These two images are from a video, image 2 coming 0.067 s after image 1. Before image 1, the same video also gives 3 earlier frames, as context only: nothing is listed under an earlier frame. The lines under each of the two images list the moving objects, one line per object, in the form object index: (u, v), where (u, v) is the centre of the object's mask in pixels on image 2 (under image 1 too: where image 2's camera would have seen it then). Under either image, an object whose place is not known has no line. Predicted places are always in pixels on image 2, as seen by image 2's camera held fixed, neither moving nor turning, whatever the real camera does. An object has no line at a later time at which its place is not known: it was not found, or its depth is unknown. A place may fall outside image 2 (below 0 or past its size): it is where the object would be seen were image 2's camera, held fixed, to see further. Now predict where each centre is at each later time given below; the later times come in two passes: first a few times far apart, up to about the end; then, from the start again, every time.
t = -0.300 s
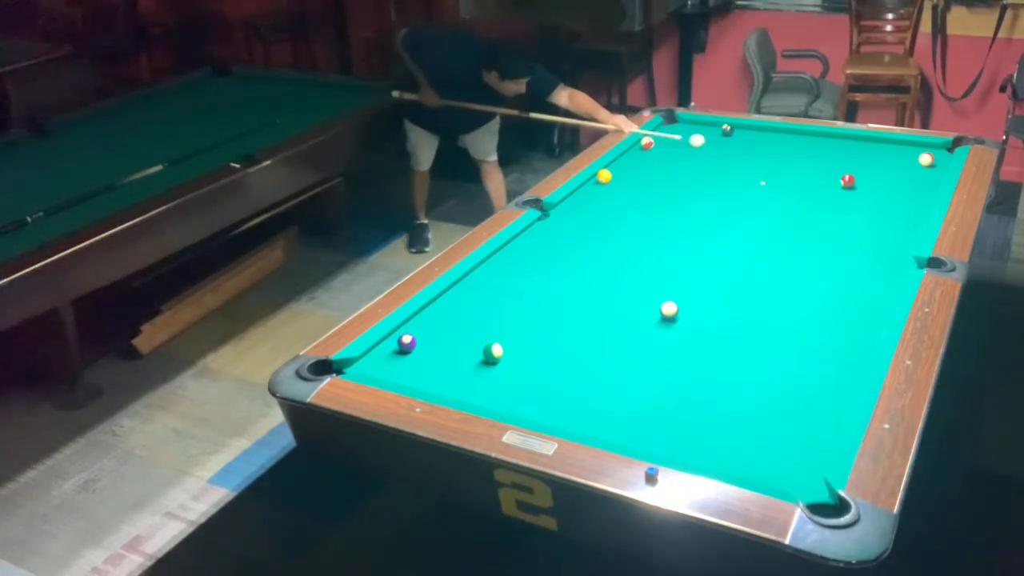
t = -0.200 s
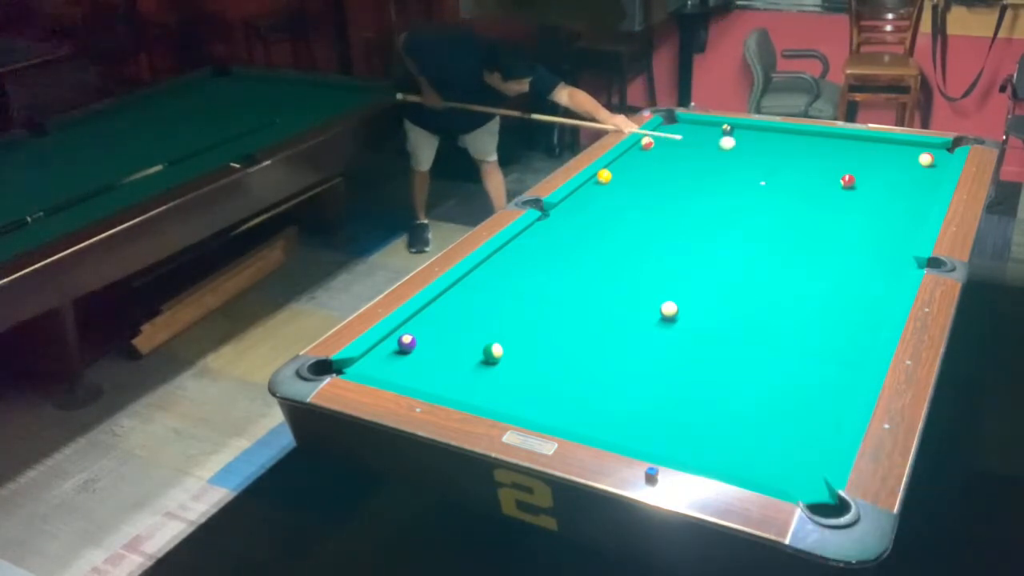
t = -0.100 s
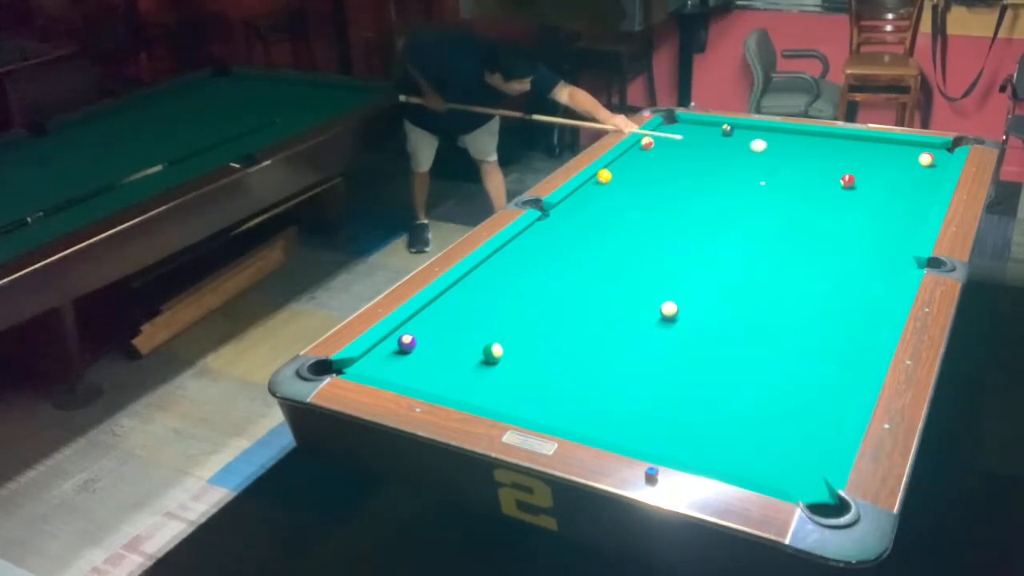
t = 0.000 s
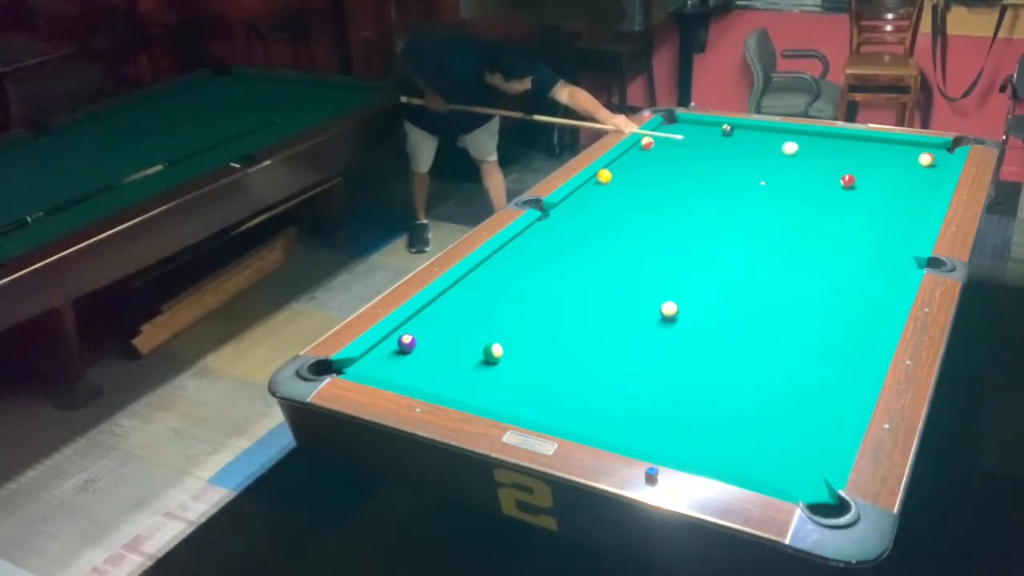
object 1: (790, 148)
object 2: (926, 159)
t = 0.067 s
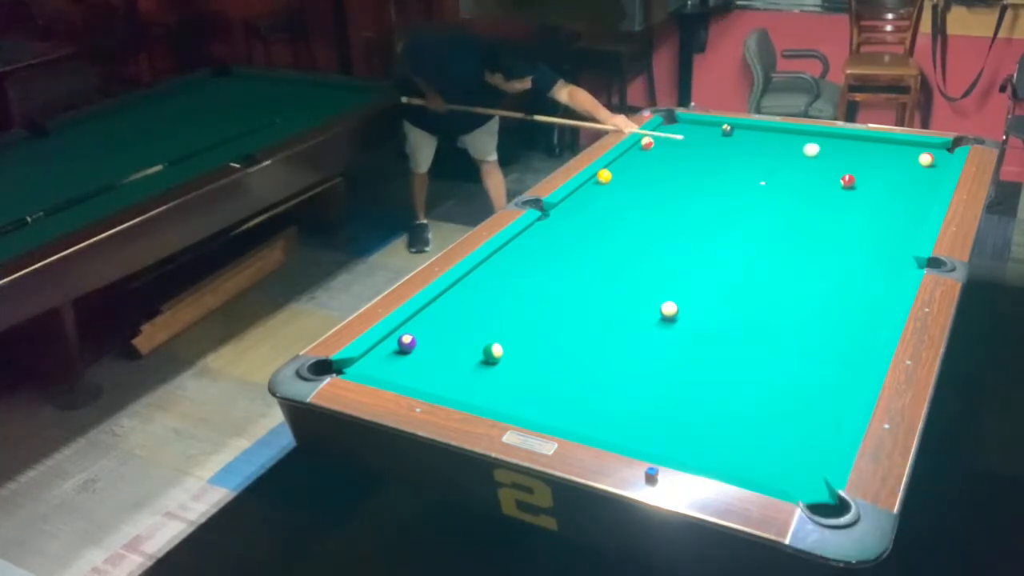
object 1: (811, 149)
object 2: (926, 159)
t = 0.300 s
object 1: (888, 156)
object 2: (926, 159)
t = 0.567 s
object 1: (918, 162)
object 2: (928, 155)
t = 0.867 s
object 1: (923, 170)
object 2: (900, 147)
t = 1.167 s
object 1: (927, 177)
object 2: (877, 140)
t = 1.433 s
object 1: (930, 184)
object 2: (861, 140)
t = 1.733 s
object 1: (928, 189)
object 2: (845, 141)
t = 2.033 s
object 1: (923, 193)
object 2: (829, 142)
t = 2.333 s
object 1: (918, 196)
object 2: (816, 143)
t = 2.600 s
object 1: (915, 199)
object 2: (805, 143)
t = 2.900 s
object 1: (911, 201)
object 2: (795, 144)
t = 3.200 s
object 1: (909, 202)
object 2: (786, 145)
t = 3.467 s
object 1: (909, 203)
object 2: (781, 146)
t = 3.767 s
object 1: (909, 204)
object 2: (775, 146)
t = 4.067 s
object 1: (909, 204)
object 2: (771, 146)
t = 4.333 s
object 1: (909, 204)
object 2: (770, 146)
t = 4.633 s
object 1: (909, 204)
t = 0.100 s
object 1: (822, 150)
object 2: (926, 159)
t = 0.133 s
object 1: (833, 151)
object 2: (926, 159)
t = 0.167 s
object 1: (844, 152)
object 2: (926, 159)
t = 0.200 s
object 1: (855, 153)
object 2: (926, 159)
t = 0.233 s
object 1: (866, 154)
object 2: (926, 159)
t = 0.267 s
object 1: (877, 155)
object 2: (926, 159)
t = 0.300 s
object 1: (888, 156)
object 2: (926, 159)
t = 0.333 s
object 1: (899, 157)
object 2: (926, 159)
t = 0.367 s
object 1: (910, 158)
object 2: (927, 159)
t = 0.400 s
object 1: (911, 159)
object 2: (936, 159)
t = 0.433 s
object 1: (912, 159)
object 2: (942, 160)
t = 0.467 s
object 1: (914, 160)
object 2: (937, 159)
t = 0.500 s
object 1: (917, 160)
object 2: (932, 158)
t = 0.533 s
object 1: (918, 161)
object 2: (930, 157)
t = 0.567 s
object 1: (918, 162)
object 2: (928, 155)
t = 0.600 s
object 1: (919, 161)
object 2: (923, 153)
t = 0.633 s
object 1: (919, 164)
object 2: (919, 152)
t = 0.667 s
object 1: (920, 164)
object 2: (916, 152)
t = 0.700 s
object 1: (920, 165)
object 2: (913, 152)
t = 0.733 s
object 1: (920, 166)
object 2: (911, 150)
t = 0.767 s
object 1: (921, 167)
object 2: (908, 149)
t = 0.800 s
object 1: (921, 168)
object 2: (905, 149)
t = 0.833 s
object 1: (922, 169)
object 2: (902, 148)
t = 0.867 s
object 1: (923, 170)
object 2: (900, 147)
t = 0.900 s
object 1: (923, 171)
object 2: (897, 146)
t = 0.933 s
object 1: (923, 171)
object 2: (895, 145)
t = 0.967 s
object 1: (924, 172)
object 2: (892, 144)
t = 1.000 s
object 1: (924, 173)
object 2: (889, 143)
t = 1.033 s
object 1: (925, 174)
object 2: (887, 142)
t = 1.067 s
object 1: (925, 175)
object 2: (884, 141)
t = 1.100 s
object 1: (926, 176)
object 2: (882, 140)
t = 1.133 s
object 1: (926, 176)
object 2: (880, 139)
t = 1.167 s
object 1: (927, 177)
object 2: (877, 140)
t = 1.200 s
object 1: (927, 178)
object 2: (875, 140)
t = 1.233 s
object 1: (928, 179)
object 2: (873, 140)
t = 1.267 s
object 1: (928, 180)
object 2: (872, 140)
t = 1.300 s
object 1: (928, 180)
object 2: (870, 140)
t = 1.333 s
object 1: (929, 181)
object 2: (867, 140)
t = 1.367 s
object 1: (929, 182)
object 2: (865, 140)
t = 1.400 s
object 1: (930, 183)
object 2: (863, 140)
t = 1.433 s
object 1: (930, 184)
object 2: (861, 140)
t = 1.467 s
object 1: (931, 184)
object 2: (859, 140)
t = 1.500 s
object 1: (931, 185)
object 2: (857, 140)
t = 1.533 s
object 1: (931, 186)
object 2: (856, 141)
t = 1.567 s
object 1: (932, 187)
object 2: (854, 141)
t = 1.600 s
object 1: (931, 187)
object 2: (852, 141)
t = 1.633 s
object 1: (930, 188)
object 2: (850, 141)
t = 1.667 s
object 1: (930, 188)
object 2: (848, 141)
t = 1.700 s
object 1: (929, 189)
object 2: (846, 141)
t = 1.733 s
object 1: (928, 189)
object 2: (845, 141)
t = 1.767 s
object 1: (928, 189)
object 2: (843, 141)
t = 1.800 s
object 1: (927, 190)
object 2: (841, 141)
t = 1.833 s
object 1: (927, 190)
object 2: (839, 142)
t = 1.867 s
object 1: (926, 191)
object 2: (838, 142)
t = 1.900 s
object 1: (925, 192)
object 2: (836, 142)
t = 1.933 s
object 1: (925, 192)
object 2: (834, 142)
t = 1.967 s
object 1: (924, 192)
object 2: (832, 142)
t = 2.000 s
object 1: (924, 193)
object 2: (830, 142)
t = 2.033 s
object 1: (923, 193)
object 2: (829, 142)
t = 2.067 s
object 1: (923, 193)
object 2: (828, 142)
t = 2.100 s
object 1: (922, 194)
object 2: (826, 143)
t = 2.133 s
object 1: (922, 194)
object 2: (825, 143)
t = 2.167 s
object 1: (921, 194)
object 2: (823, 142)
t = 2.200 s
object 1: (920, 195)
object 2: (822, 143)
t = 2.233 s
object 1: (920, 195)
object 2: (820, 142)
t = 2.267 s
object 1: (919, 195)
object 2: (819, 143)
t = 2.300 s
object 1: (919, 196)
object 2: (818, 143)
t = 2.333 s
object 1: (918, 196)
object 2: (816, 143)
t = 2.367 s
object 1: (918, 197)
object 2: (815, 143)
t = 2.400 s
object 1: (917, 197)
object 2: (813, 143)
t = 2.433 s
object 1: (917, 197)
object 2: (812, 143)
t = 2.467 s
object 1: (916, 198)
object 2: (810, 143)
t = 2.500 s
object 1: (916, 198)
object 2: (809, 143)
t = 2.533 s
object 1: (915, 198)
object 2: (808, 143)
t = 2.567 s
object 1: (915, 198)
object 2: (806, 143)
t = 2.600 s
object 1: (915, 199)
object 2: (805, 143)
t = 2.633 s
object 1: (914, 199)
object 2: (804, 144)
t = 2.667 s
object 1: (914, 199)
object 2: (803, 144)
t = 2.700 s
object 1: (913, 199)
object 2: (802, 144)
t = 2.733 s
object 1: (913, 200)
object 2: (801, 144)
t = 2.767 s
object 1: (913, 200)
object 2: (800, 144)
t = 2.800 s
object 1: (913, 200)
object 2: (799, 144)
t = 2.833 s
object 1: (912, 200)
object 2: (797, 145)
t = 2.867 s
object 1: (912, 201)
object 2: (796, 145)
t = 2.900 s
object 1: (911, 201)
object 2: (795, 144)
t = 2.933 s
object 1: (911, 201)
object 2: (794, 145)
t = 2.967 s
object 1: (911, 201)
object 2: (793, 145)
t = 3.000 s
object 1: (911, 201)
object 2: (792, 145)
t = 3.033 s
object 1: (910, 201)
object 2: (791, 145)
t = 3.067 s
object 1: (910, 202)
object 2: (790, 145)
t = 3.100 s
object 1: (910, 202)
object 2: (789, 145)
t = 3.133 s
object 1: (910, 202)
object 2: (788, 145)
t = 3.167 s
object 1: (910, 202)
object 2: (788, 145)
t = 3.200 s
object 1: (909, 202)
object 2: (786, 145)
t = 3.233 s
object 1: (909, 202)
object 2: (786, 145)
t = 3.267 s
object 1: (909, 202)
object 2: (785, 145)
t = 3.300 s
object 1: (909, 202)
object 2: (784, 146)
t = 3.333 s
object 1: (909, 203)
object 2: (783, 146)
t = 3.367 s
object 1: (909, 203)
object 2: (783, 146)
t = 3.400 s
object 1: (909, 203)
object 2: (782, 146)
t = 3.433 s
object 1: (909, 203)
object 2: (781, 146)
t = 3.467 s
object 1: (909, 203)
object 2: (781, 146)
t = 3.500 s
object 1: (909, 203)
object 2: (780, 146)
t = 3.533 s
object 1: (909, 203)
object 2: (779, 146)
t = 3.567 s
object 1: (909, 203)
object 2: (779, 146)
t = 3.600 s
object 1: (909, 203)
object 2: (778, 146)
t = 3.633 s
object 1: (909, 204)
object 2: (778, 146)
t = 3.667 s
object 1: (909, 204)
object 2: (777, 146)
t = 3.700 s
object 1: (909, 203)
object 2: (776, 146)
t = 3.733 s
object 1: (909, 204)
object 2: (776, 146)
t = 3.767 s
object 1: (909, 204)
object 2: (775, 146)
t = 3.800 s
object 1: (909, 204)
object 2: (775, 146)
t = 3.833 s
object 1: (909, 204)
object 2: (775, 146)
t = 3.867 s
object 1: (909, 204)
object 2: (774, 146)
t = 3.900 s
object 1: (909, 204)
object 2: (774, 146)
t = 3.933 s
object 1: (909, 204)
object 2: (773, 146)
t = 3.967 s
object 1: (909, 204)
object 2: (772, 146)
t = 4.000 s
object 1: (909, 204)
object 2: (772, 146)
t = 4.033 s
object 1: (909, 204)
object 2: (772, 146)
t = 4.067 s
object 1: (909, 204)
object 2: (771, 146)
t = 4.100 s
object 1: (909, 204)
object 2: (771, 146)
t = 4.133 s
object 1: (909, 204)
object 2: (771, 146)
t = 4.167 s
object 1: (909, 204)
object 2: (771, 146)
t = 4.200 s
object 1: (909, 204)
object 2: (771, 146)
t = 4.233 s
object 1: (909, 204)
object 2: (770, 146)
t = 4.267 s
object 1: (909, 204)
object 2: (770, 146)
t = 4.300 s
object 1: (909, 204)
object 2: (770, 146)
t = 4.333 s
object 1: (909, 204)
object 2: (770, 146)
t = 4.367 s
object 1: (909, 204)
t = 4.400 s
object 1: (909, 204)
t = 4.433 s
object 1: (909, 204)
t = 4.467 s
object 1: (909, 204)
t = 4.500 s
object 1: (909, 204)
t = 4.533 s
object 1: (909, 204)
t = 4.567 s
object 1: (909, 204)
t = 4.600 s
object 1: (909, 204)
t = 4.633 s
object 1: (909, 204)
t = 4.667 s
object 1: (909, 204)
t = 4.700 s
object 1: (909, 204)
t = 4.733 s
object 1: (909, 204)
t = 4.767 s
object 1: (909, 204)
